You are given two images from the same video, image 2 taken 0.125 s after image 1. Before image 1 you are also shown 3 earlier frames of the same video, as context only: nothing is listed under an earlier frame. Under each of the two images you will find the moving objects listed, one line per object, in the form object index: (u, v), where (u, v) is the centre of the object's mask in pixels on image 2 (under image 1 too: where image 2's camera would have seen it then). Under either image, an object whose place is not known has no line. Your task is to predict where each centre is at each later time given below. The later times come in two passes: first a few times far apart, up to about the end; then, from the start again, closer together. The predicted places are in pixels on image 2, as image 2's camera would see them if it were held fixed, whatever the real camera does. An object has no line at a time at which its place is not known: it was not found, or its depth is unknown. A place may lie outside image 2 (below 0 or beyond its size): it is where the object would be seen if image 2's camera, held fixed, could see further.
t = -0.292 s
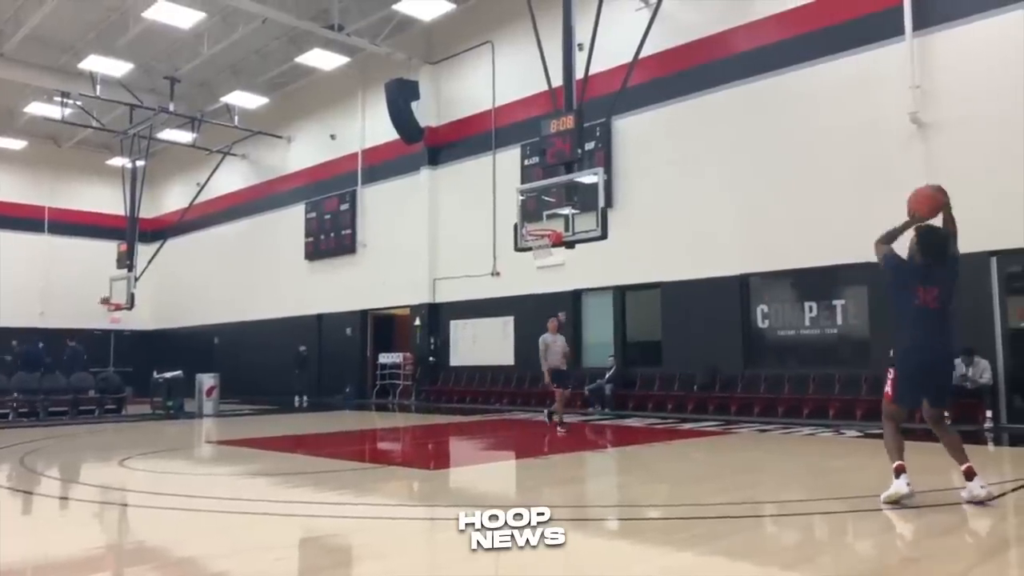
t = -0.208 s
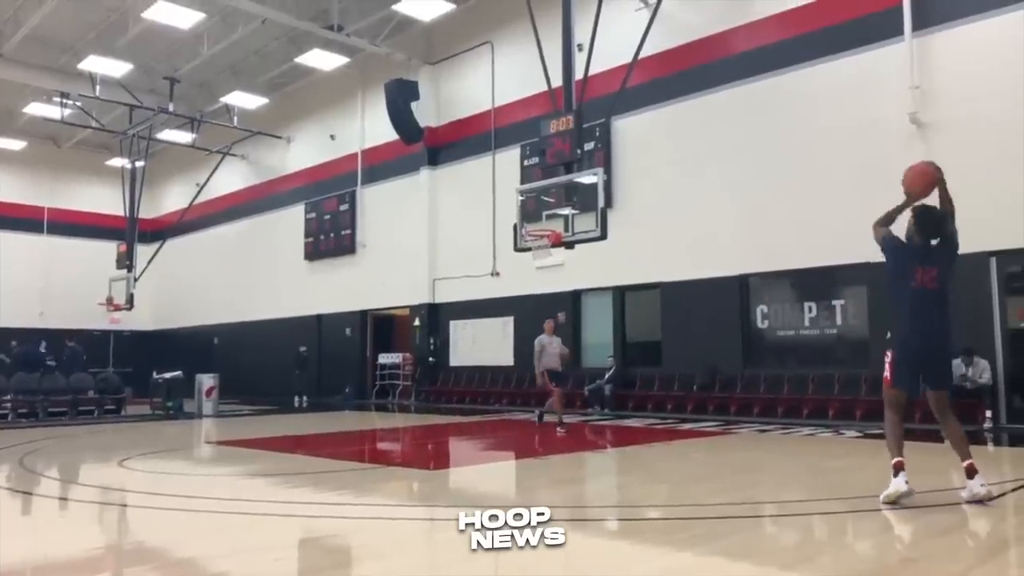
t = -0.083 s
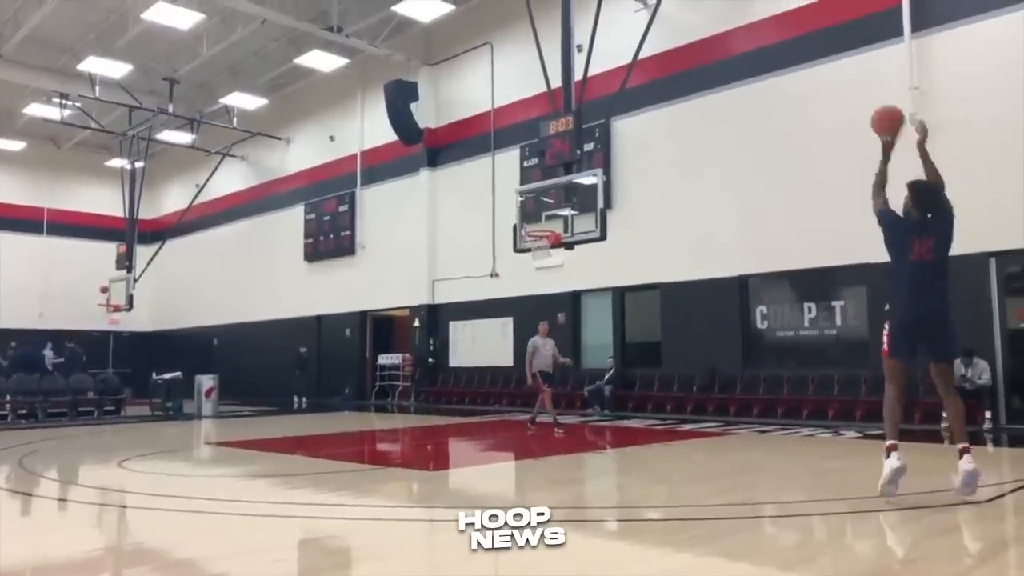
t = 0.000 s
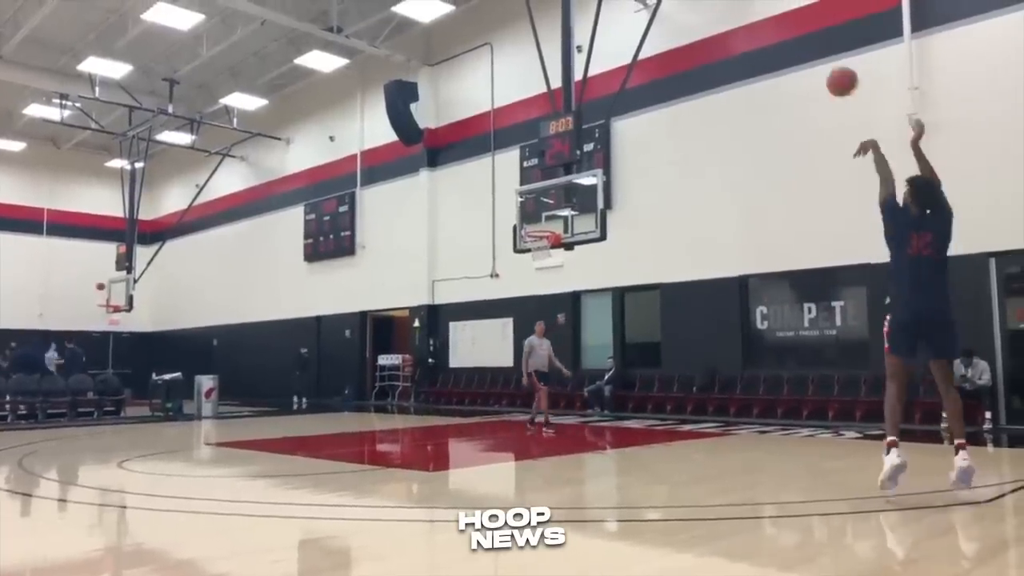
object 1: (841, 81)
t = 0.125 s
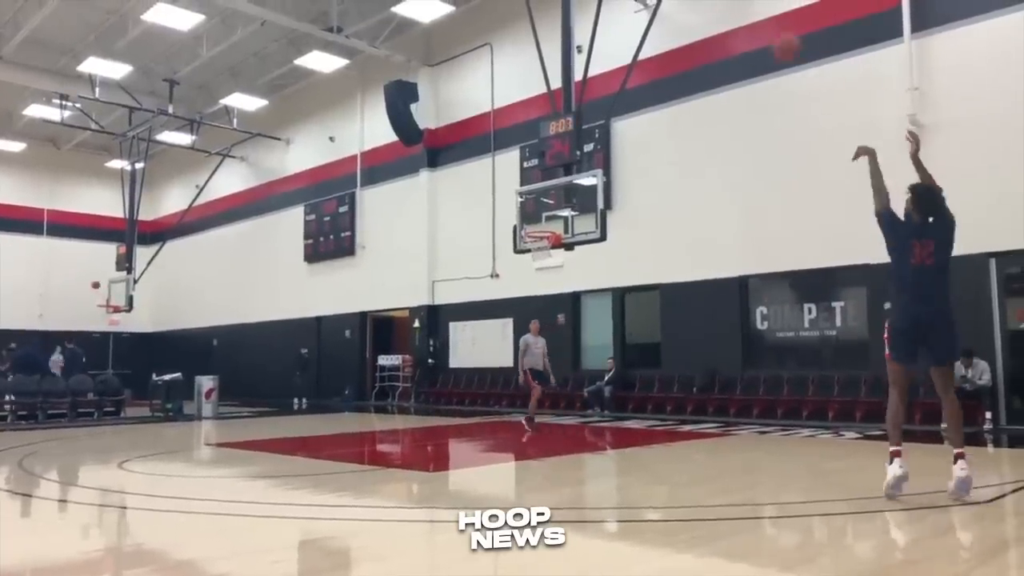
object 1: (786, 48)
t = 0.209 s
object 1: (754, 34)
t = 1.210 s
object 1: (536, 234)
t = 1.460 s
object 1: (533, 242)
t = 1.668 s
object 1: (530, 246)
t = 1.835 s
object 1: (541, 255)
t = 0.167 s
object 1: (768, 38)
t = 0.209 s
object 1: (754, 34)
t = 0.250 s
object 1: (735, 28)
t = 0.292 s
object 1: (723, 27)
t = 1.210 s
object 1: (536, 234)
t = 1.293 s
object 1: (545, 234)
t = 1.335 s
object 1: (544, 235)
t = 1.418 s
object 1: (535, 242)
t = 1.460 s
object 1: (533, 242)
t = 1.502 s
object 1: (530, 244)
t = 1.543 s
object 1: (529, 244)
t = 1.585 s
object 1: (529, 244)
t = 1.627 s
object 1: (529, 244)
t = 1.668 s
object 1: (530, 246)
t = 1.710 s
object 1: (532, 247)
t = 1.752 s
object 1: (534, 250)
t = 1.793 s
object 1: (539, 253)
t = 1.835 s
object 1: (541, 255)
